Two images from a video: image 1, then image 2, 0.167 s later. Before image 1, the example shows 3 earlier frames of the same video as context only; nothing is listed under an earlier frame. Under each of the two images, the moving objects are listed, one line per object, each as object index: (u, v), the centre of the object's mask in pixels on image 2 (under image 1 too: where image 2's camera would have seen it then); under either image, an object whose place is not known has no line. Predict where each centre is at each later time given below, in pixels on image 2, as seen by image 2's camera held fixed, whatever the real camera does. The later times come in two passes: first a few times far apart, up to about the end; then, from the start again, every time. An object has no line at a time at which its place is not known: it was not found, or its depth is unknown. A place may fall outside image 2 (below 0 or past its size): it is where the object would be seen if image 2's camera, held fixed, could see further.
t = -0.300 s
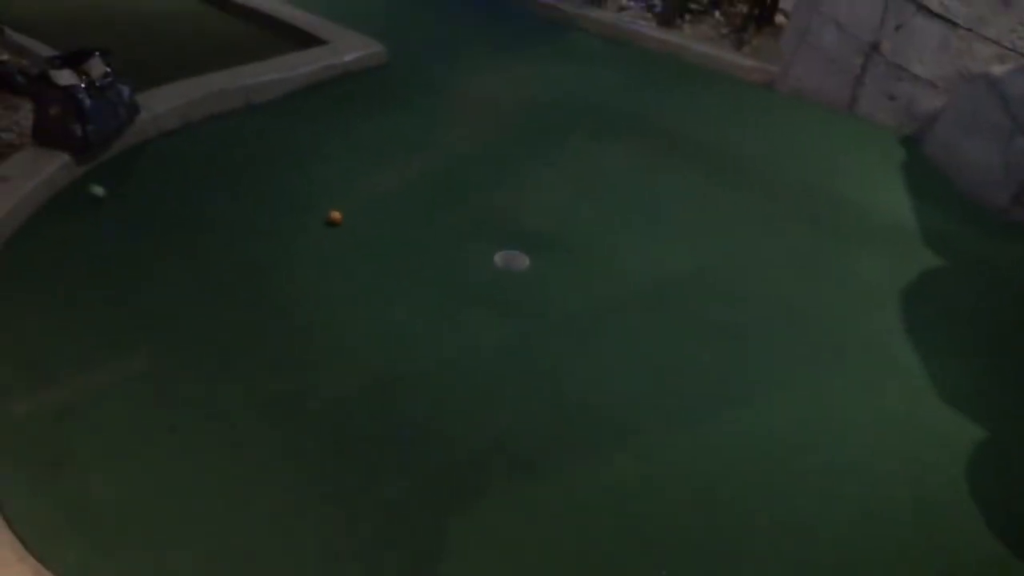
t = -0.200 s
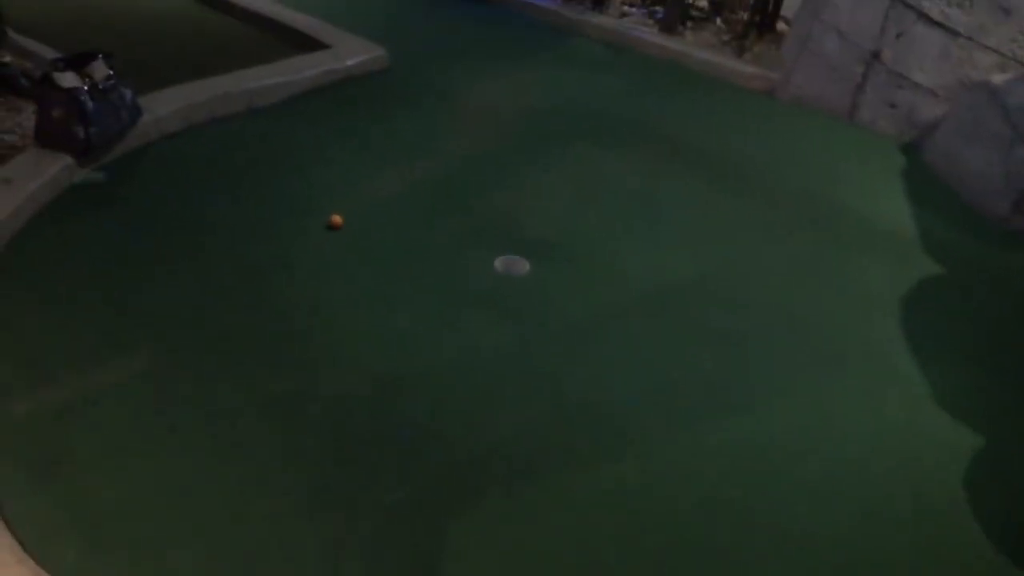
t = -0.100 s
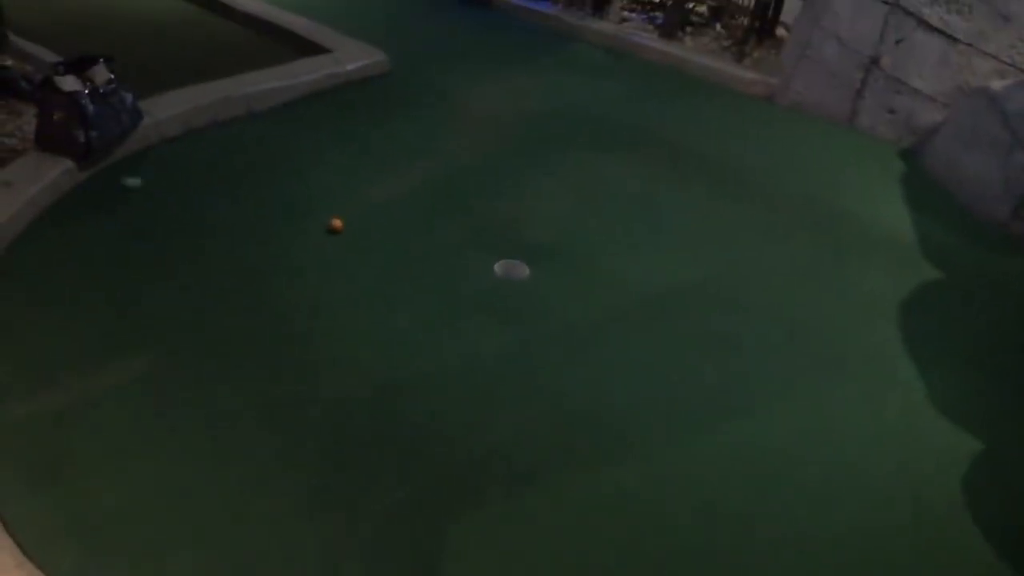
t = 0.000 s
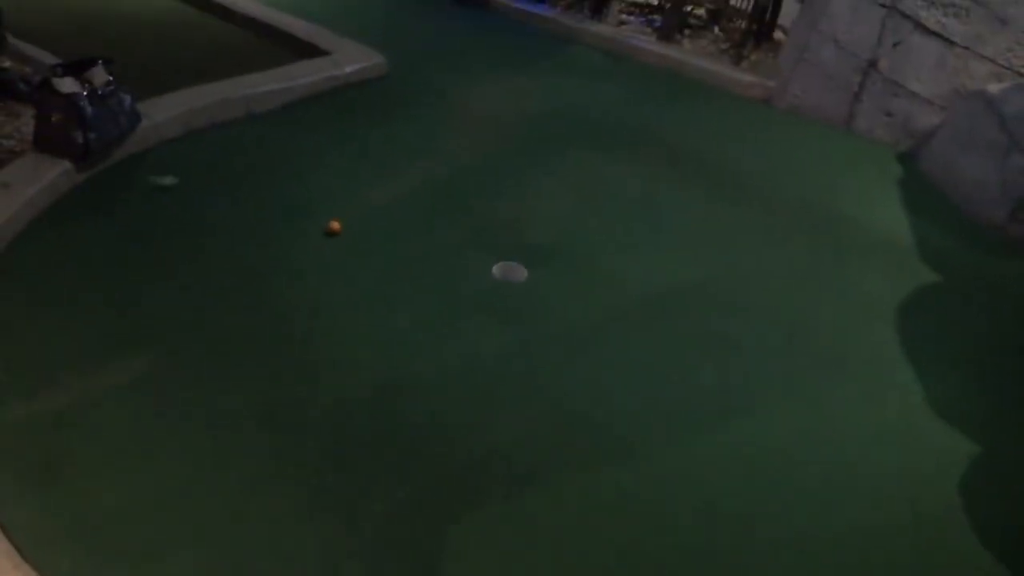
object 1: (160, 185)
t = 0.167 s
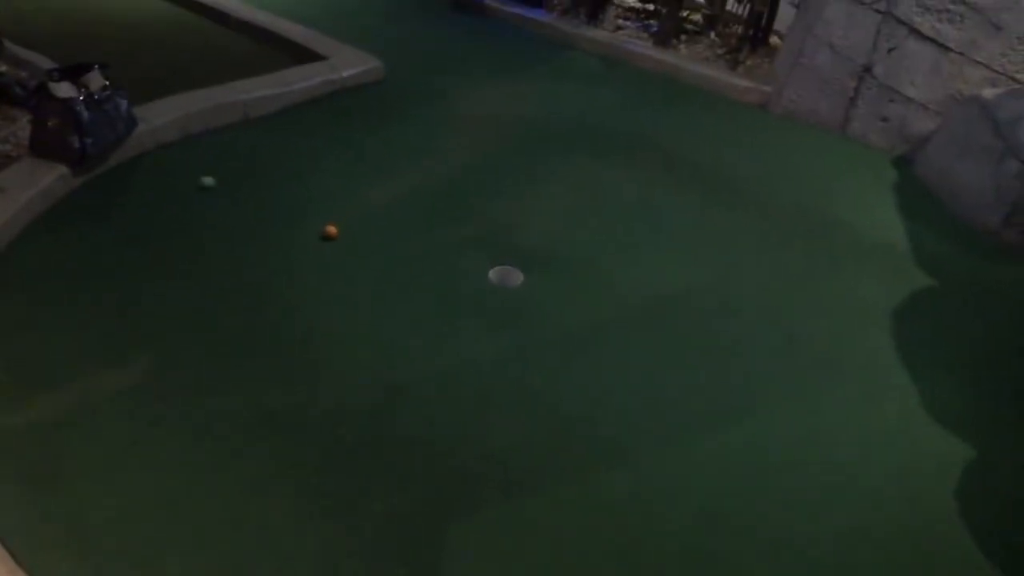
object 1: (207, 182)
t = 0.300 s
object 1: (235, 178)
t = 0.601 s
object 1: (296, 169)
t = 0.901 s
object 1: (341, 162)
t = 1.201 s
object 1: (375, 156)
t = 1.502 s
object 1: (395, 155)
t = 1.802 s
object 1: (405, 158)
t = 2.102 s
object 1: (407, 163)
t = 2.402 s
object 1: (403, 168)
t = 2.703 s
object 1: (401, 172)
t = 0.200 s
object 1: (213, 181)
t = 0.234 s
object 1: (219, 180)
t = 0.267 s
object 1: (226, 179)
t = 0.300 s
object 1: (235, 178)
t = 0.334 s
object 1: (243, 177)
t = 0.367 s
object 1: (252, 176)
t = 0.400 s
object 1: (259, 175)
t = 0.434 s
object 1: (264, 174)
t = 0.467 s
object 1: (269, 174)
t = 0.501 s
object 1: (276, 172)
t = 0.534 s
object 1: (284, 171)
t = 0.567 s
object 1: (291, 170)
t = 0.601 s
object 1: (296, 169)
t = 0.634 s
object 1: (301, 169)
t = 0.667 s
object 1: (304, 168)
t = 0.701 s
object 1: (311, 167)
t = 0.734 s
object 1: (317, 166)
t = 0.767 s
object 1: (324, 165)
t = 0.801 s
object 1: (328, 164)
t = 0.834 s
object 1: (332, 163)
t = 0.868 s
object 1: (335, 163)
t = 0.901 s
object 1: (341, 162)
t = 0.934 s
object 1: (345, 161)
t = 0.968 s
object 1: (350, 160)
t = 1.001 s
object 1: (353, 160)
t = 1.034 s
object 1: (356, 159)
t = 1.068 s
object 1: (360, 159)
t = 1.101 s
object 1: (364, 158)
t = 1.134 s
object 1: (368, 158)
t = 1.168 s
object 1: (372, 157)
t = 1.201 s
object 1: (375, 156)
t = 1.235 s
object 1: (377, 156)
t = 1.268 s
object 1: (379, 156)
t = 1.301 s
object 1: (382, 155)
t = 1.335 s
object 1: (385, 155)
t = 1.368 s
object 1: (388, 155)
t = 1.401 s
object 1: (389, 155)
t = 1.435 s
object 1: (391, 155)
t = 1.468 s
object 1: (392, 155)
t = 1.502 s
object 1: (395, 155)
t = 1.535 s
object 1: (397, 155)
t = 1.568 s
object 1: (398, 156)
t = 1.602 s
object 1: (400, 156)
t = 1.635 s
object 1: (401, 156)
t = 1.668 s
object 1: (402, 156)
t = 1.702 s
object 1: (403, 157)
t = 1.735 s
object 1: (404, 157)
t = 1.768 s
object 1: (404, 158)
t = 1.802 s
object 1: (405, 158)
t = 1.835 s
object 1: (406, 159)
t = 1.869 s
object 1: (407, 159)
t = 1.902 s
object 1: (407, 160)
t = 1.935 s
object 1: (407, 160)
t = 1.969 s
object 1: (407, 161)
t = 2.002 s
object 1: (408, 162)
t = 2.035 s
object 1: (408, 162)
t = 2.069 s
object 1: (407, 162)
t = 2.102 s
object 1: (407, 163)
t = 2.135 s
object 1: (407, 164)
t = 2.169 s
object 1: (407, 164)
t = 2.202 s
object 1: (406, 164)
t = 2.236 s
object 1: (406, 165)
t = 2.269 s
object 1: (405, 166)
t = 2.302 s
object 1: (405, 166)
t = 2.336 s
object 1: (404, 167)
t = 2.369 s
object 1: (404, 167)
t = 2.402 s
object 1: (403, 168)
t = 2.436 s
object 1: (403, 168)
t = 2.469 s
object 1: (402, 168)
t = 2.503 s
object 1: (402, 169)
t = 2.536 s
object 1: (402, 169)
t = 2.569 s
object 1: (402, 170)
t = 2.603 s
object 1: (402, 170)
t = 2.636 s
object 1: (401, 171)
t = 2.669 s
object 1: (401, 172)
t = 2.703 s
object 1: (401, 172)
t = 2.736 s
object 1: (401, 173)
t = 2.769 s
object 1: (401, 173)
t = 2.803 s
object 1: (400, 174)
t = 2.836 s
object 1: (400, 174)
